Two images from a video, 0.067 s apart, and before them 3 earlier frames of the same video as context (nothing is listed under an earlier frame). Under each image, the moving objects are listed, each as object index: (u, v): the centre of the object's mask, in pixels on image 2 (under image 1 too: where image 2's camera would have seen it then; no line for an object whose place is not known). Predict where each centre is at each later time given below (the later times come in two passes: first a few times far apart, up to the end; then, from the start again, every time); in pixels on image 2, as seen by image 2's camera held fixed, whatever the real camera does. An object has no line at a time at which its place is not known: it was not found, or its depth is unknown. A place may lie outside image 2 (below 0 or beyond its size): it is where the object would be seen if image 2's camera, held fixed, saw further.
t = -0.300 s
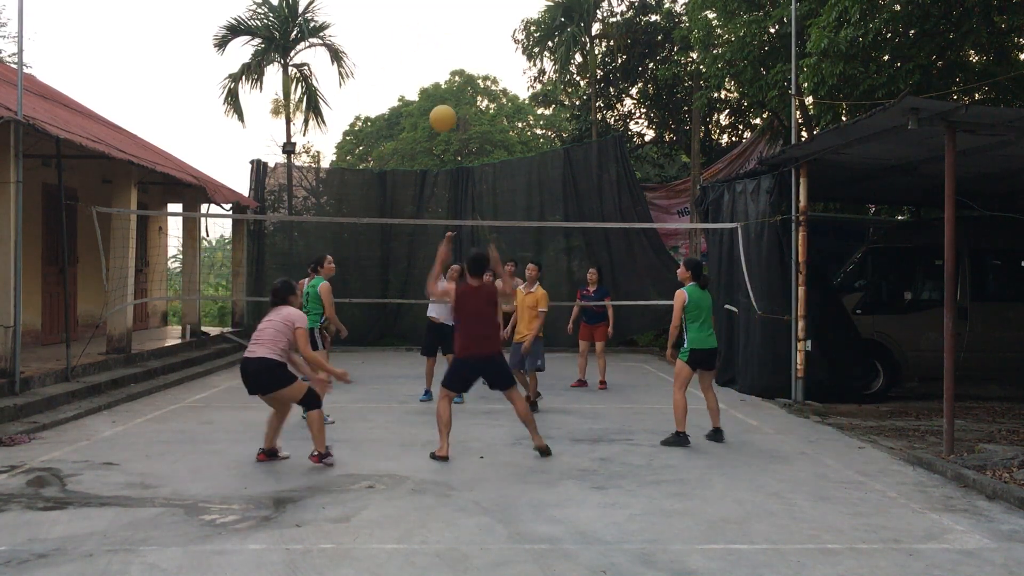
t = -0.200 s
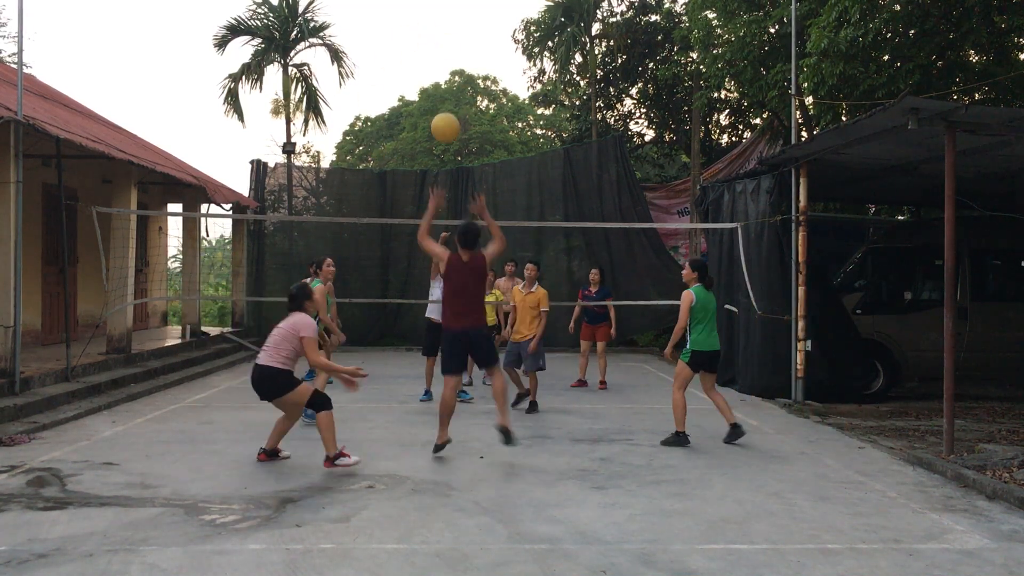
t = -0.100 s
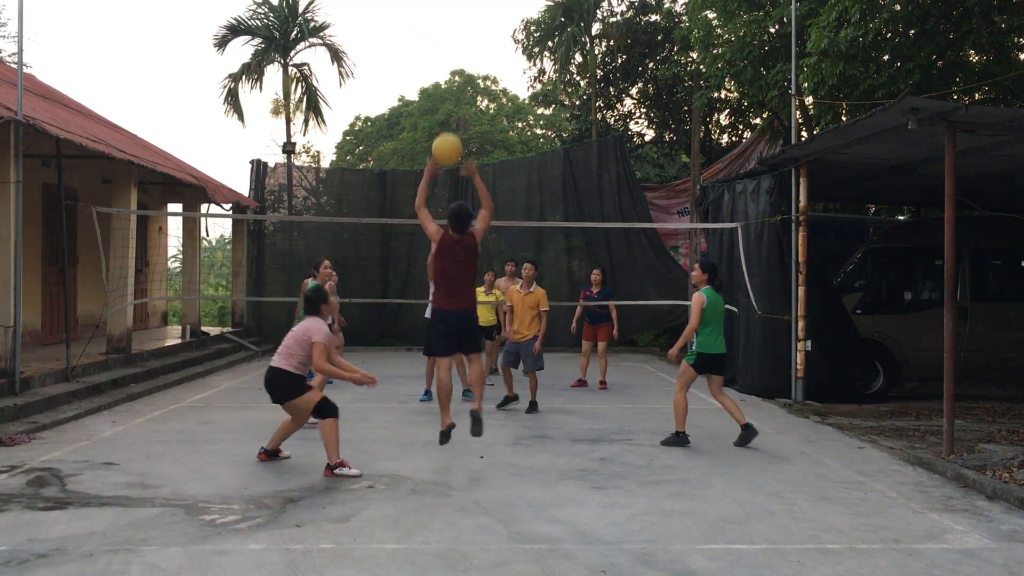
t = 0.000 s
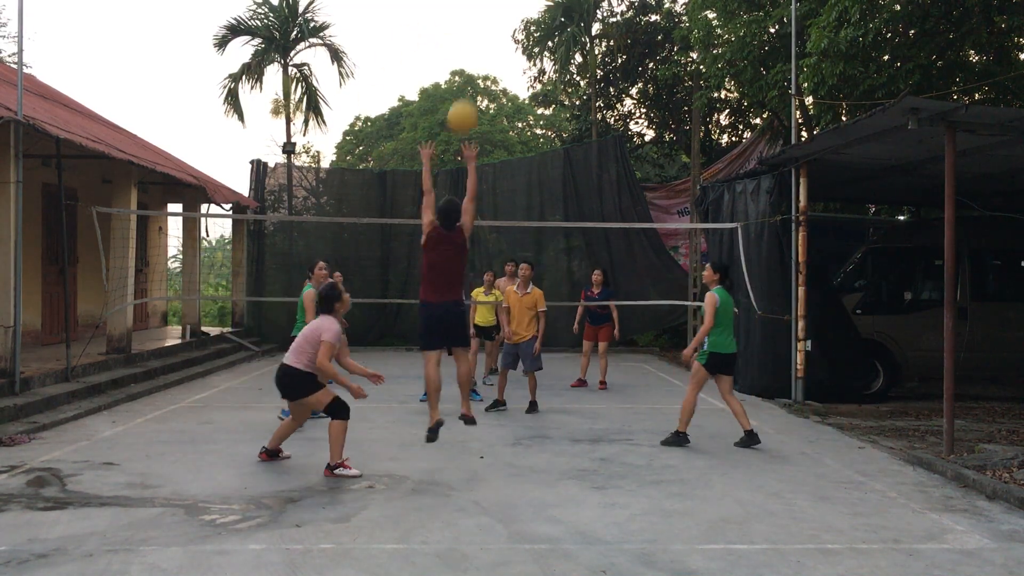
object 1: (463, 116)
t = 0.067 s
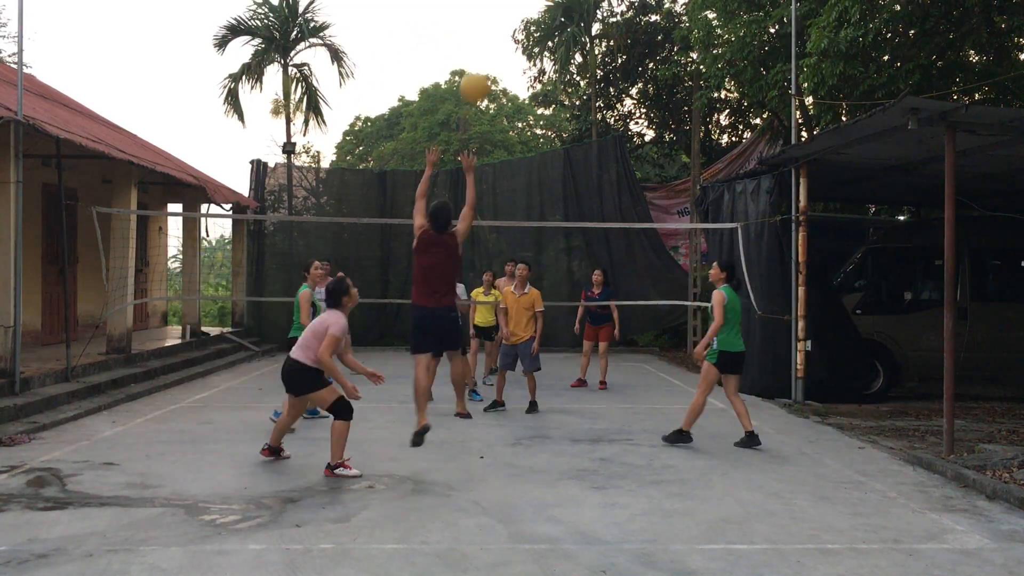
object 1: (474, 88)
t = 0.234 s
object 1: (504, 38)
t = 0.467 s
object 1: (539, 29)
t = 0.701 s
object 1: (567, 78)
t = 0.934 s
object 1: (591, 175)
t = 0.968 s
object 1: (593, 192)
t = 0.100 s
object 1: (481, 75)
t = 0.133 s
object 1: (487, 63)
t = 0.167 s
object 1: (493, 53)
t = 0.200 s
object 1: (499, 44)
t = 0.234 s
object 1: (504, 38)
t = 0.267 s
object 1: (510, 33)
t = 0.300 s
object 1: (515, 29)
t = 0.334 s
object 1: (520, 27)
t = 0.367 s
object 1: (525, 25)
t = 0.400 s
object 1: (529, 26)
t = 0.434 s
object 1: (534, 27)
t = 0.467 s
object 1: (539, 29)
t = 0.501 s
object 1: (543, 32)
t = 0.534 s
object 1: (548, 37)
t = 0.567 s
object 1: (552, 43)
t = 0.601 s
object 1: (556, 50)
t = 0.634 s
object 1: (560, 58)
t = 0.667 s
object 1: (564, 67)
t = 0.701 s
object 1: (567, 78)
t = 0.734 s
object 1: (571, 90)
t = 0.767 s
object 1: (575, 103)
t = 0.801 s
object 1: (579, 115)
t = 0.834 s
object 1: (582, 129)
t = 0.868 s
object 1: (585, 144)
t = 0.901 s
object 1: (588, 159)
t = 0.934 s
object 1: (591, 175)
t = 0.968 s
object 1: (593, 192)
